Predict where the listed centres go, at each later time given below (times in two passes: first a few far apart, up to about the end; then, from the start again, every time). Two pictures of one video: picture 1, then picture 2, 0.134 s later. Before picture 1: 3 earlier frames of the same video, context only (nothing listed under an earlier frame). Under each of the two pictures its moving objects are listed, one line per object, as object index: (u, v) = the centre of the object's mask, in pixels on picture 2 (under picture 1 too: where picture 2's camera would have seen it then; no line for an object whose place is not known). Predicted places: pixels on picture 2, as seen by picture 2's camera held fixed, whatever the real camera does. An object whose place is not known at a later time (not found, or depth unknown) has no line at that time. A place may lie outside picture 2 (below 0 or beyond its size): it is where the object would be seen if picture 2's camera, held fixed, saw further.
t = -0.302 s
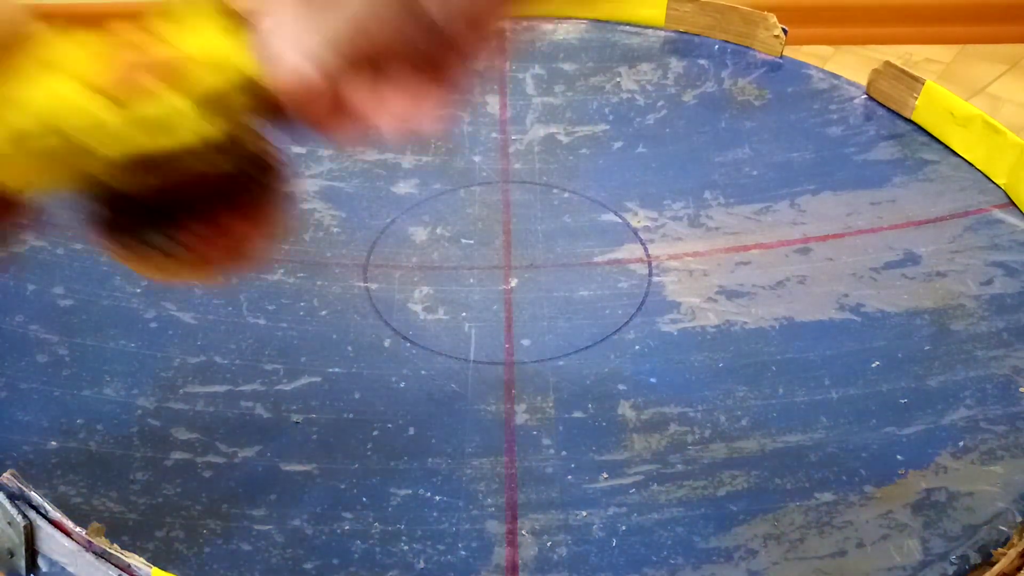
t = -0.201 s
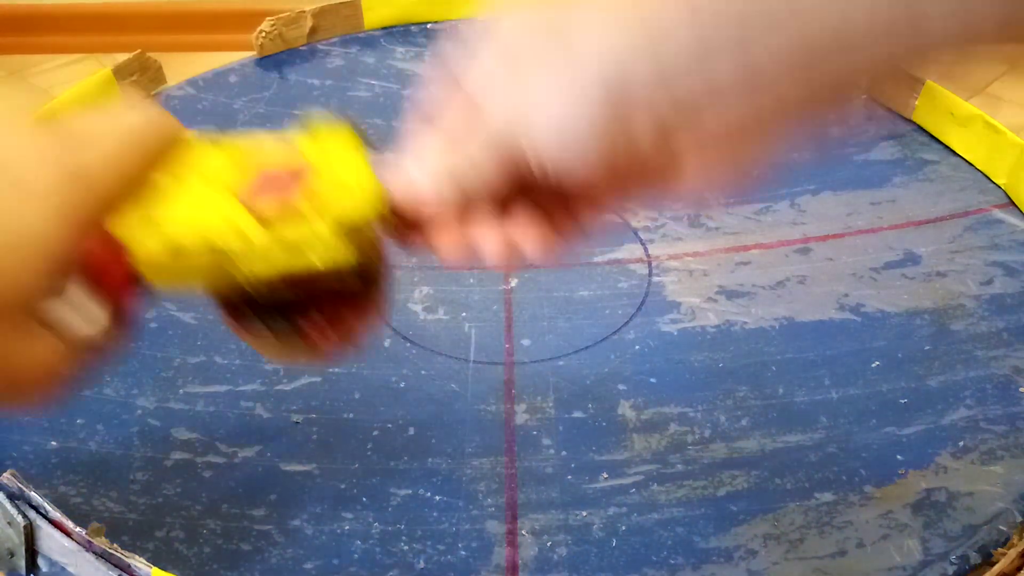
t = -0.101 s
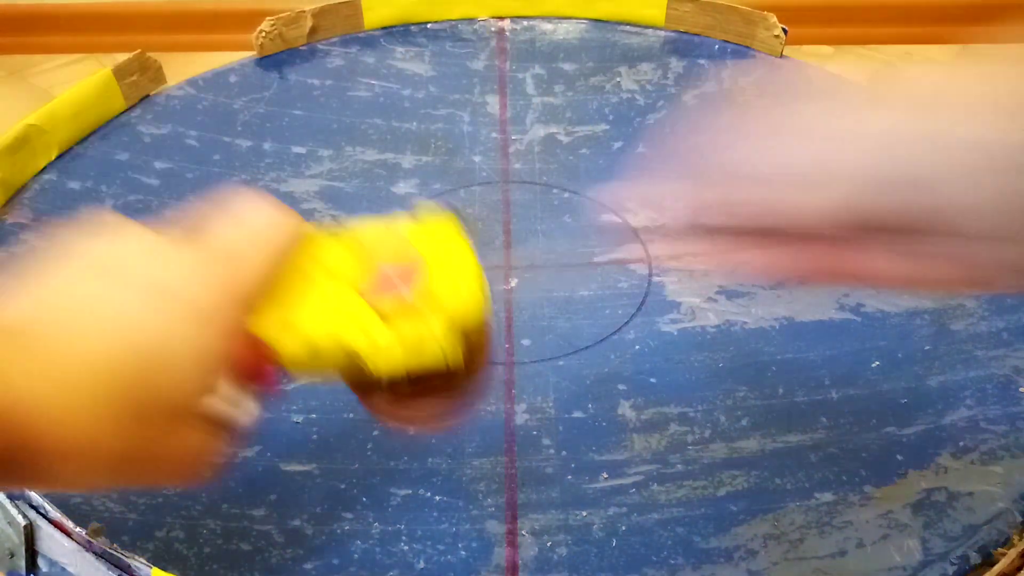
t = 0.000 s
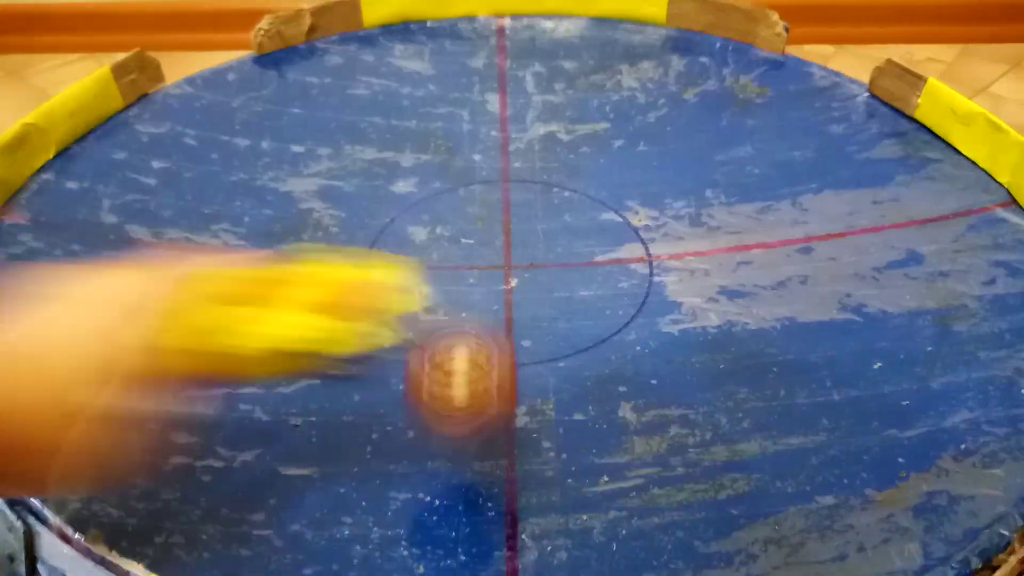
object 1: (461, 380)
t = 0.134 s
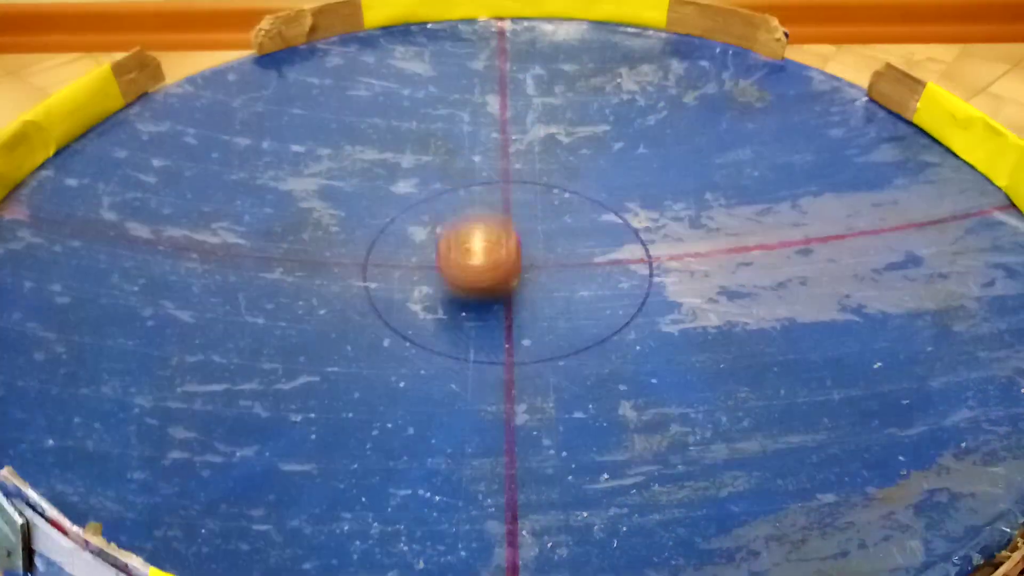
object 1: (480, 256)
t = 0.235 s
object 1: (483, 204)
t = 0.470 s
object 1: (502, 131)
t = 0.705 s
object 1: (552, 121)
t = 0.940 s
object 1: (590, 139)
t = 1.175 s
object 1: (589, 168)
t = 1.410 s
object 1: (564, 206)
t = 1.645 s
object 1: (497, 254)
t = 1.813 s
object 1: (439, 271)
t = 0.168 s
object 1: (481, 228)
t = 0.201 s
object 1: (481, 210)
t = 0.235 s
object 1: (483, 204)
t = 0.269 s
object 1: (482, 186)
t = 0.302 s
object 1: (482, 174)
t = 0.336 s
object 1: (482, 163)
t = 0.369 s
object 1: (485, 154)
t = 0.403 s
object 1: (489, 144)
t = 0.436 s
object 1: (496, 137)
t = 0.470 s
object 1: (502, 131)
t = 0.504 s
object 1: (508, 128)
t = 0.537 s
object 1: (515, 125)
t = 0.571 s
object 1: (521, 123)
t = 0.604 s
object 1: (529, 121)
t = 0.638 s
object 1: (538, 121)
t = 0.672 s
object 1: (546, 120)
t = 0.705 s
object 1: (552, 121)
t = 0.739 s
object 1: (559, 122)
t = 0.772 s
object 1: (565, 123)
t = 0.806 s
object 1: (571, 125)
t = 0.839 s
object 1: (578, 127)
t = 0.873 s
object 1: (583, 131)
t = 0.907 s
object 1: (586, 136)
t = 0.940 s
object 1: (590, 139)
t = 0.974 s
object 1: (592, 143)
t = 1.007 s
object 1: (594, 147)
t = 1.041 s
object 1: (595, 151)
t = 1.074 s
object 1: (595, 155)
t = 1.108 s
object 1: (593, 159)
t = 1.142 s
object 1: (591, 164)
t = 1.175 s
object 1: (589, 168)
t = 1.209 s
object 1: (587, 173)
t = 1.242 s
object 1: (585, 178)
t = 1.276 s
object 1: (582, 184)
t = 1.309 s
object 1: (578, 190)
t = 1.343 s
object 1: (573, 195)
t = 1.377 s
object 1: (569, 201)
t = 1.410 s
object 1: (564, 206)
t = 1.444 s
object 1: (558, 212)
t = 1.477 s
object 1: (550, 219)
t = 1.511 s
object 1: (541, 226)
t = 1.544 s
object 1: (530, 234)
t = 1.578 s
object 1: (518, 242)
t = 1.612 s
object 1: (508, 248)
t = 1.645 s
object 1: (497, 254)
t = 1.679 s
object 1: (486, 258)
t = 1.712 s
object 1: (474, 262)
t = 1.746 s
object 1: (462, 266)
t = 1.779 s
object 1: (450, 269)
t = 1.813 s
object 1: (439, 271)
